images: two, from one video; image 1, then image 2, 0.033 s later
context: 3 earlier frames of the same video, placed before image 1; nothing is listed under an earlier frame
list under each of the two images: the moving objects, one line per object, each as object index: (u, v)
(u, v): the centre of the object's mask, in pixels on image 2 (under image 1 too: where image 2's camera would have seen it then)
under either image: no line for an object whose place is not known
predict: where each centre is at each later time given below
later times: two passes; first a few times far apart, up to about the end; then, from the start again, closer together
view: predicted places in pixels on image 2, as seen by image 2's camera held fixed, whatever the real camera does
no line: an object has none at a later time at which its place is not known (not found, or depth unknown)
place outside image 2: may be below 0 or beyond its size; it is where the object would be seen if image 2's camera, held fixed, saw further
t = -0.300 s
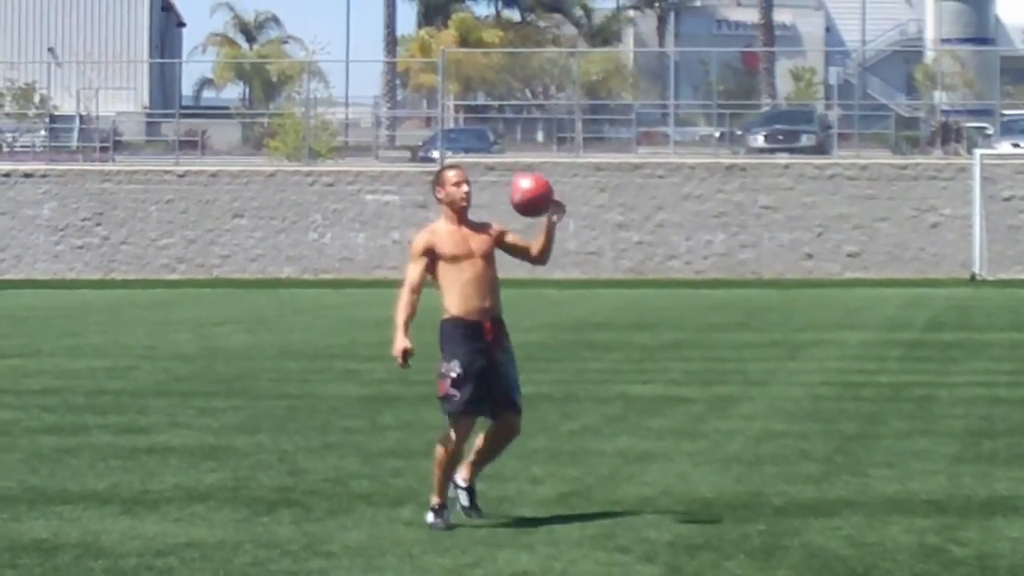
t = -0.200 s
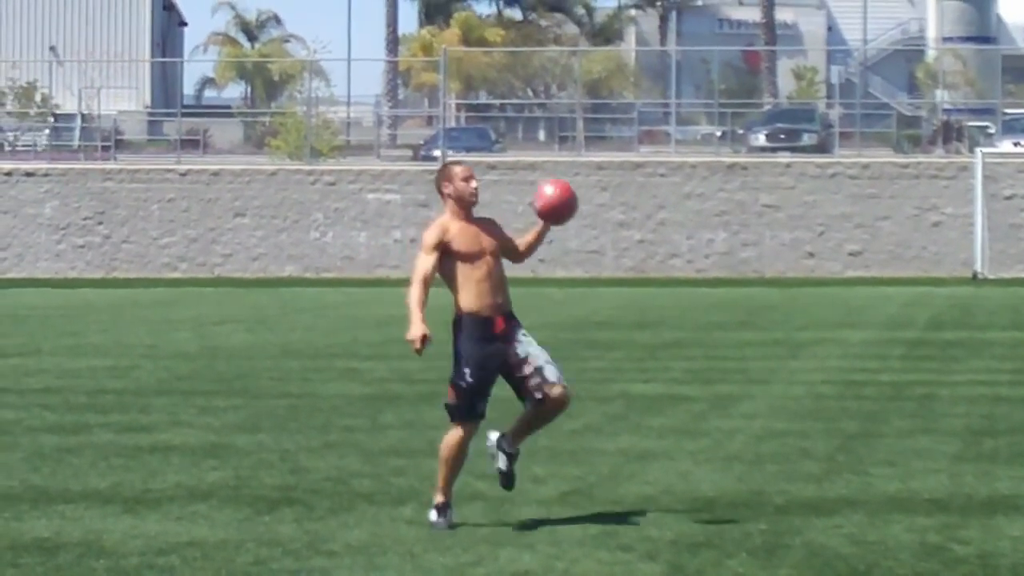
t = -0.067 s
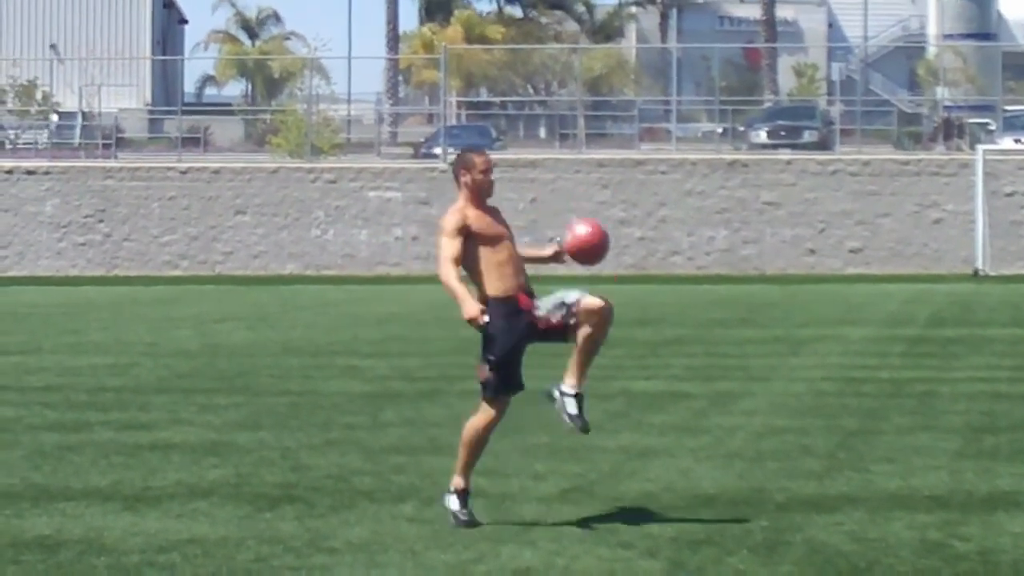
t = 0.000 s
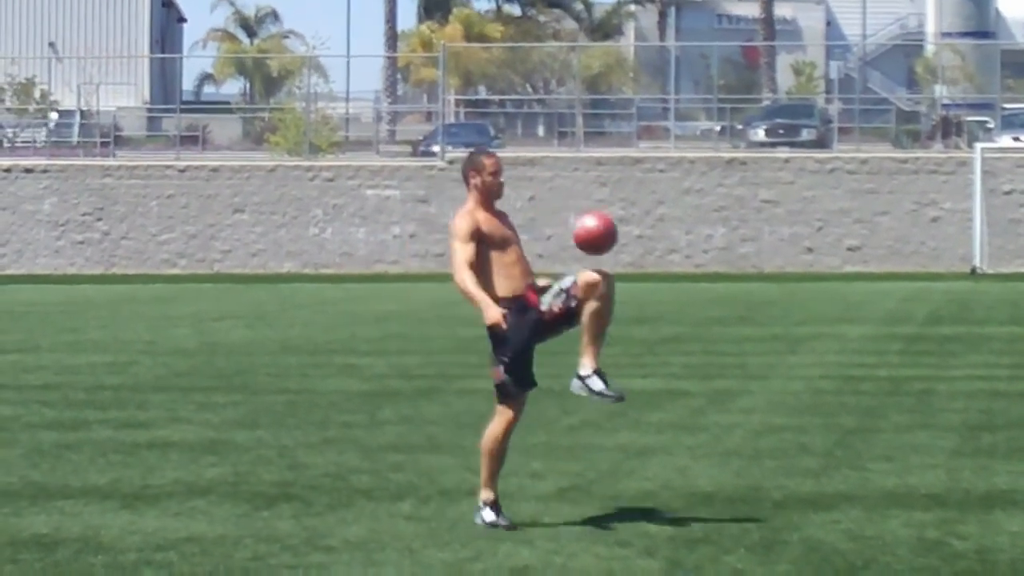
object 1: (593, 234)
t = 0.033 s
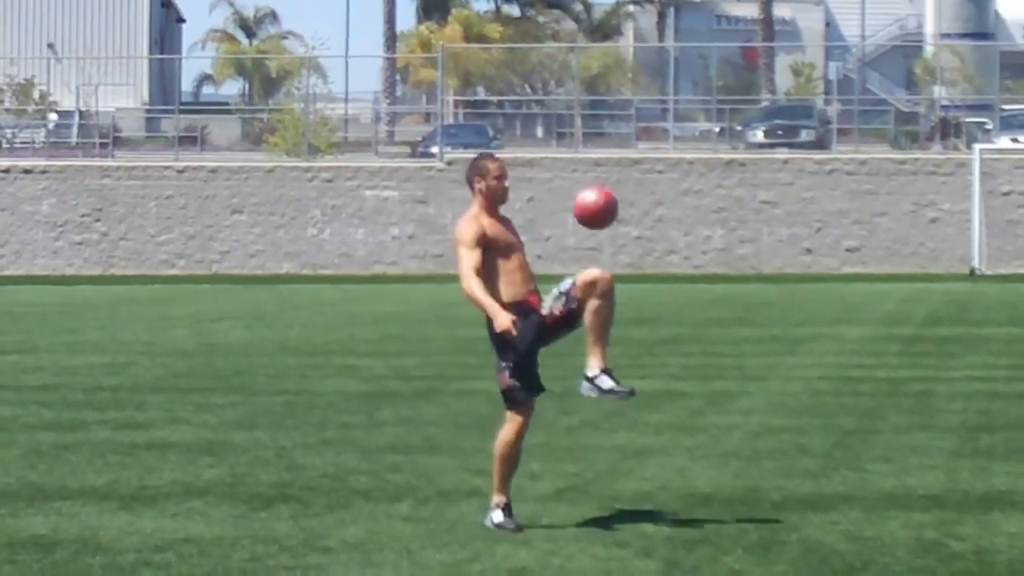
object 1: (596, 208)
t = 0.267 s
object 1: (611, 74)
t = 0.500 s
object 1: (629, 47)
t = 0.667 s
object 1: (647, 94)
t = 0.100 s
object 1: (600, 159)
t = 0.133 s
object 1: (602, 138)
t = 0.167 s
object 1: (604, 119)
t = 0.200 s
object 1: (606, 102)
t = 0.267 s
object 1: (611, 74)
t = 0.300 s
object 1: (614, 65)
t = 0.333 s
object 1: (616, 55)
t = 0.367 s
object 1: (618, 48)
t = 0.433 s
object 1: (624, 42)
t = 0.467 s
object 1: (626, 43)
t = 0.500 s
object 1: (629, 47)
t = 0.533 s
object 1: (631, 50)
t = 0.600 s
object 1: (640, 67)
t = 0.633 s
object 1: (643, 80)
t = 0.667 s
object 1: (647, 94)
